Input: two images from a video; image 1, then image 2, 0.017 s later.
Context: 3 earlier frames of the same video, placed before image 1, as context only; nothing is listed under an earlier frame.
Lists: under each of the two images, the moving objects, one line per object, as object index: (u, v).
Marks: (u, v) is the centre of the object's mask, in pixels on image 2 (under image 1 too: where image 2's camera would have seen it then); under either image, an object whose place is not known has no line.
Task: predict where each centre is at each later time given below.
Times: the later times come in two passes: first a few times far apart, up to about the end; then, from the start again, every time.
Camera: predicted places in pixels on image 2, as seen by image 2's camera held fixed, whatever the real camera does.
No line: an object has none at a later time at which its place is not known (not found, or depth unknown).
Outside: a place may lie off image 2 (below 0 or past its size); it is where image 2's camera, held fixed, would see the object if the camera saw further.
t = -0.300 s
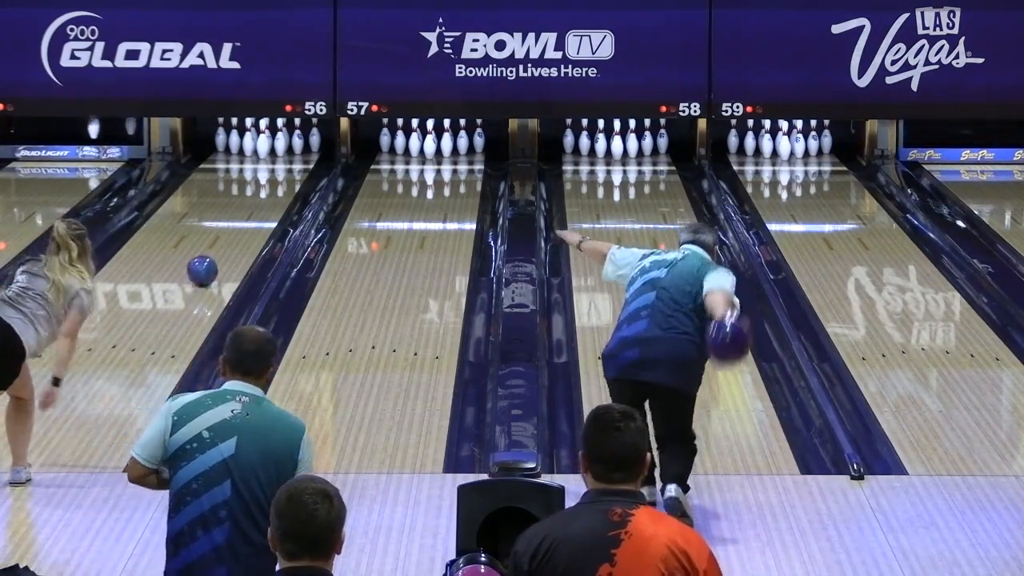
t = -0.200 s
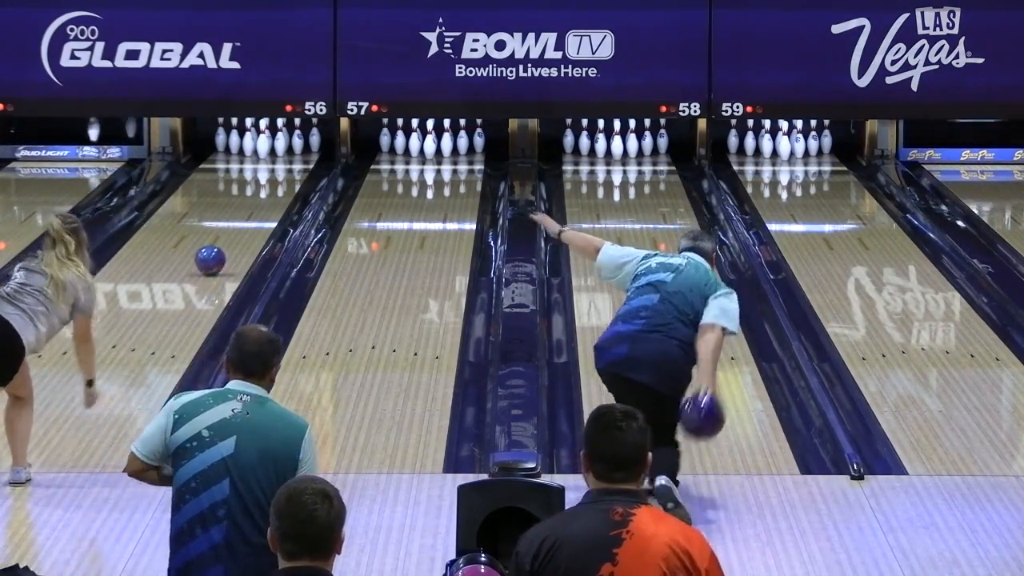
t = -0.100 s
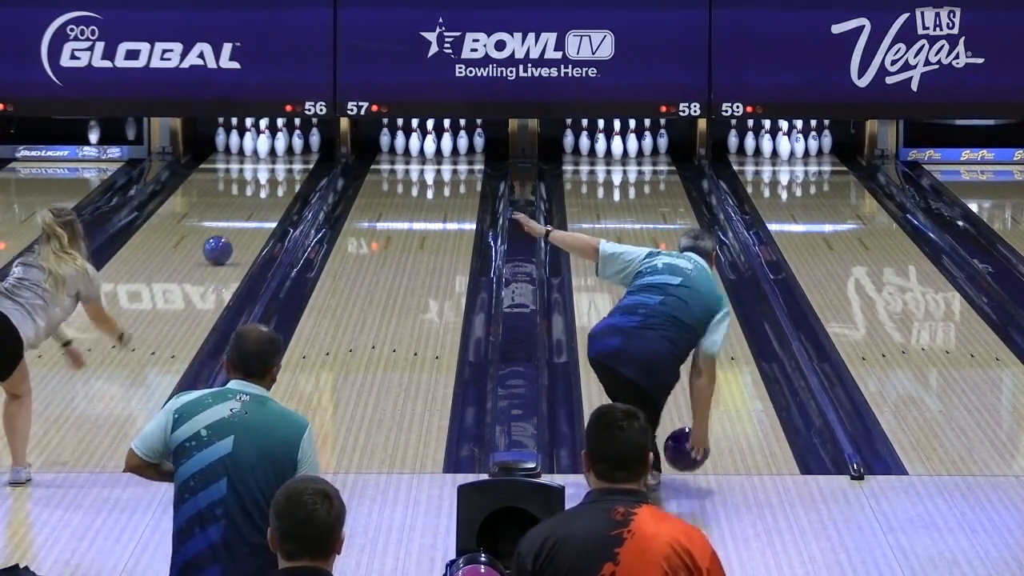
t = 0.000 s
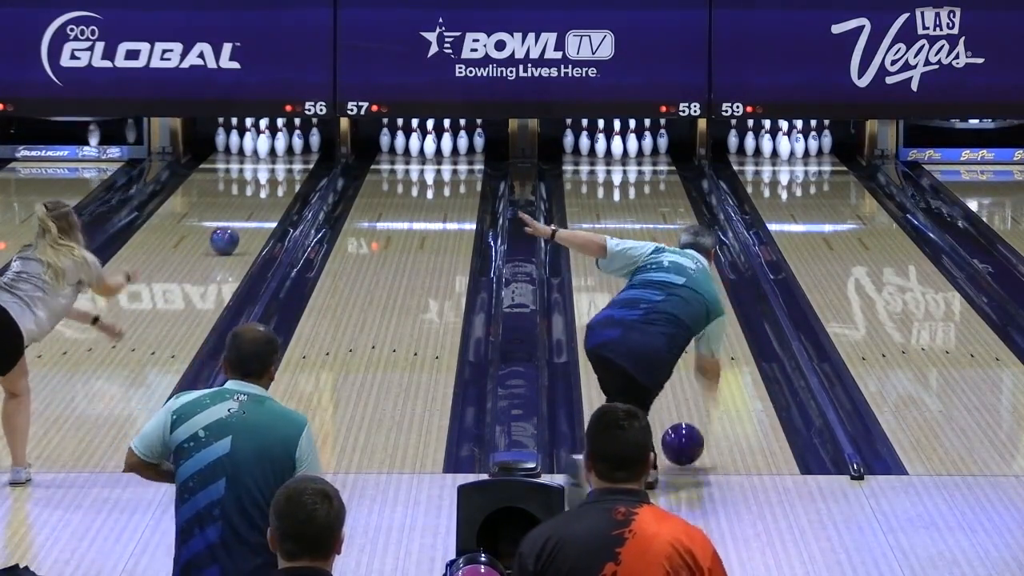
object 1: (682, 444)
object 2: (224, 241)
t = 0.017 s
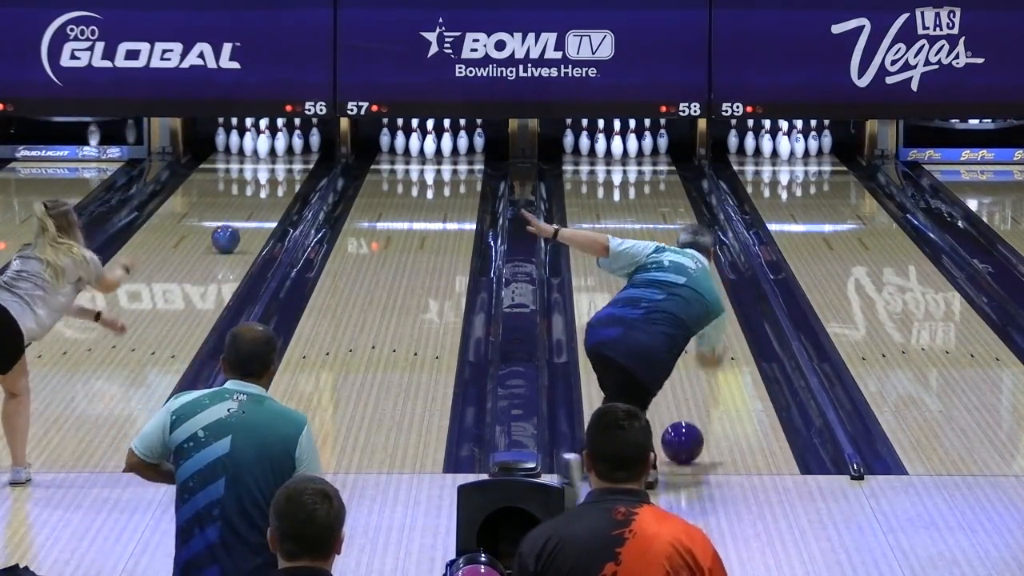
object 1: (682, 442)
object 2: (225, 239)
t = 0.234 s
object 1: (678, 394)
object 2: (239, 220)
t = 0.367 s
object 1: (676, 369)
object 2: (246, 209)
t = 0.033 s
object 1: (682, 439)
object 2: (226, 237)
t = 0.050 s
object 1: (681, 434)
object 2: (227, 236)
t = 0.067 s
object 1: (681, 430)
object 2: (228, 234)
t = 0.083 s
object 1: (681, 427)
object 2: (229, 233)
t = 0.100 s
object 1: (680, 423)
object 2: (230, 231)
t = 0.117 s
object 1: (680, 419)
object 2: (232, 230)
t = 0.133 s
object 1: (680, 416)
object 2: (233, 228)
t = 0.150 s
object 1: (680, 412)
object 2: (234, 227)
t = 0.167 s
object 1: (679, 408)
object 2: (235, 225)
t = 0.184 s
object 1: (679, 405)
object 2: (236, 224)
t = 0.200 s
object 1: (679, 401)
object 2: (237, 222)
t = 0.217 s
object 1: (679, 398)
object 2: (238, 221)
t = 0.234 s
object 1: (678, 394)
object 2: (239, 220)
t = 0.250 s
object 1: (678, 391)
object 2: (240, 218)
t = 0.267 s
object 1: (678, 387)
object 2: (240, 216)
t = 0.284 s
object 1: (677, 384)
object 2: (241, 215)
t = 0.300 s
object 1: (677, 381)
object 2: (242, 214)
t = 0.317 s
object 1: (677, 377)
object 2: (243, 213)
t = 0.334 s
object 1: (677, 375)
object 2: (244, 211)
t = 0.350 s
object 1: (676, 372)
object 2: (245, 210)
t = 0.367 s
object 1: (676, 369)
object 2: (246, 209)
